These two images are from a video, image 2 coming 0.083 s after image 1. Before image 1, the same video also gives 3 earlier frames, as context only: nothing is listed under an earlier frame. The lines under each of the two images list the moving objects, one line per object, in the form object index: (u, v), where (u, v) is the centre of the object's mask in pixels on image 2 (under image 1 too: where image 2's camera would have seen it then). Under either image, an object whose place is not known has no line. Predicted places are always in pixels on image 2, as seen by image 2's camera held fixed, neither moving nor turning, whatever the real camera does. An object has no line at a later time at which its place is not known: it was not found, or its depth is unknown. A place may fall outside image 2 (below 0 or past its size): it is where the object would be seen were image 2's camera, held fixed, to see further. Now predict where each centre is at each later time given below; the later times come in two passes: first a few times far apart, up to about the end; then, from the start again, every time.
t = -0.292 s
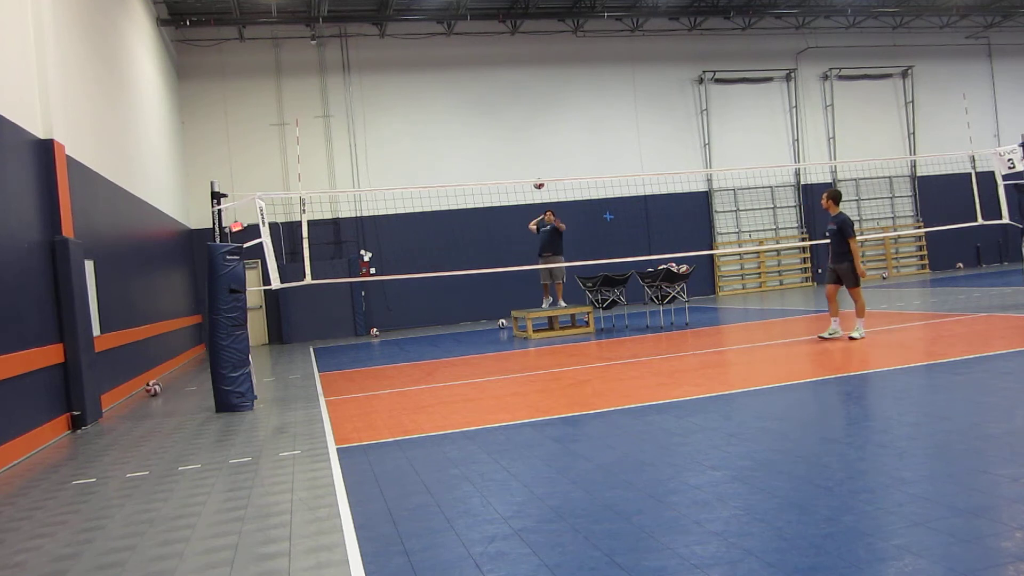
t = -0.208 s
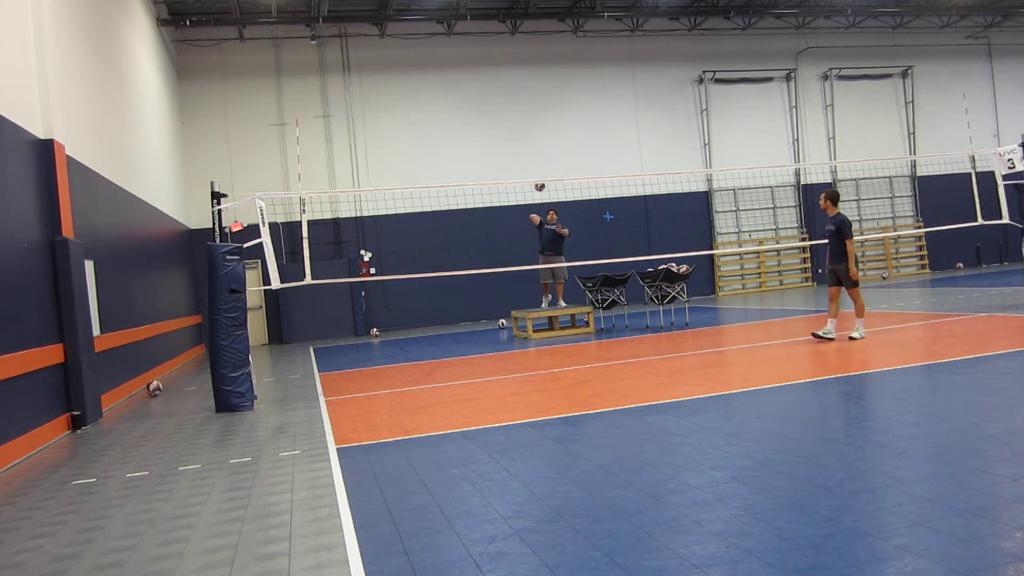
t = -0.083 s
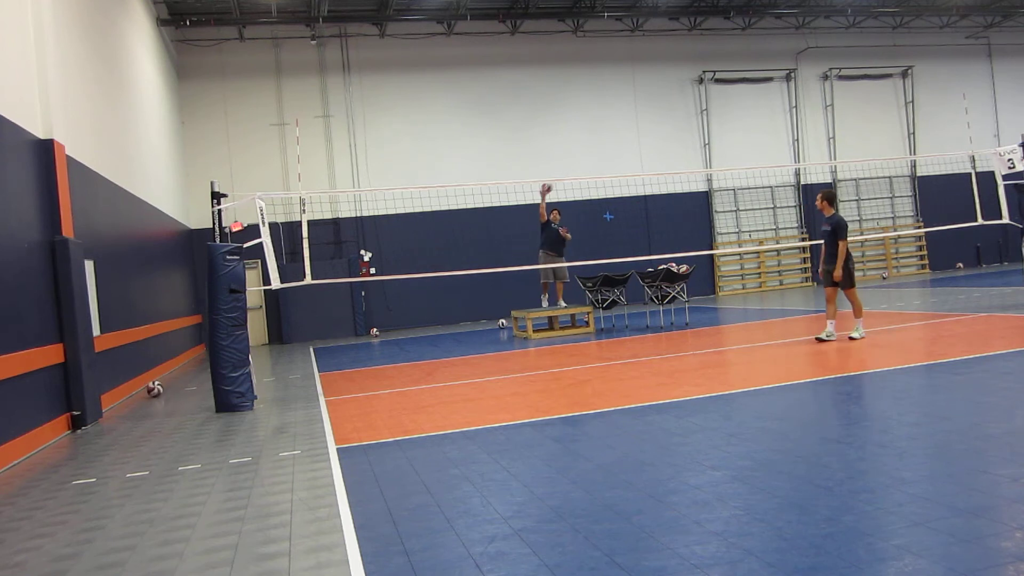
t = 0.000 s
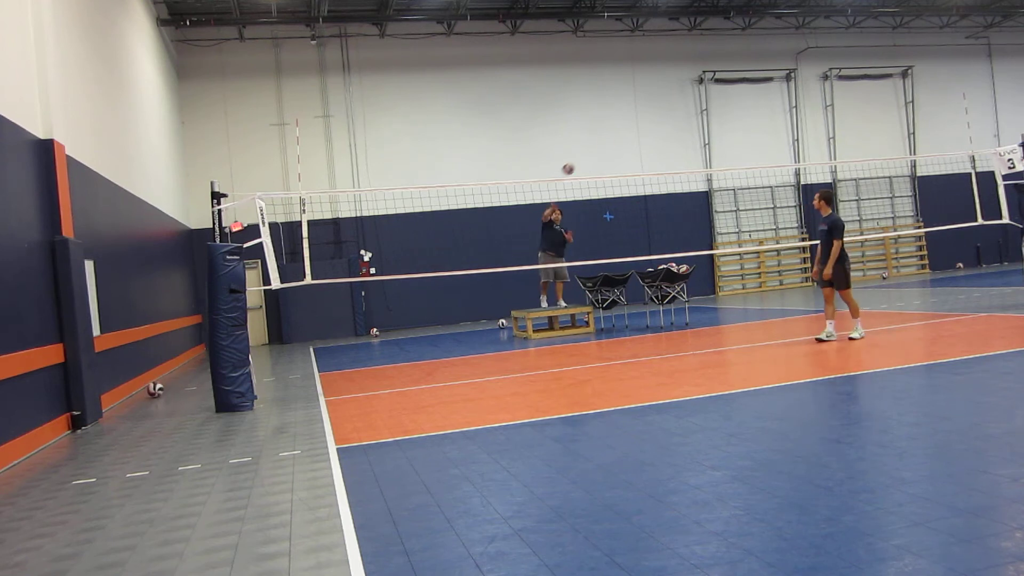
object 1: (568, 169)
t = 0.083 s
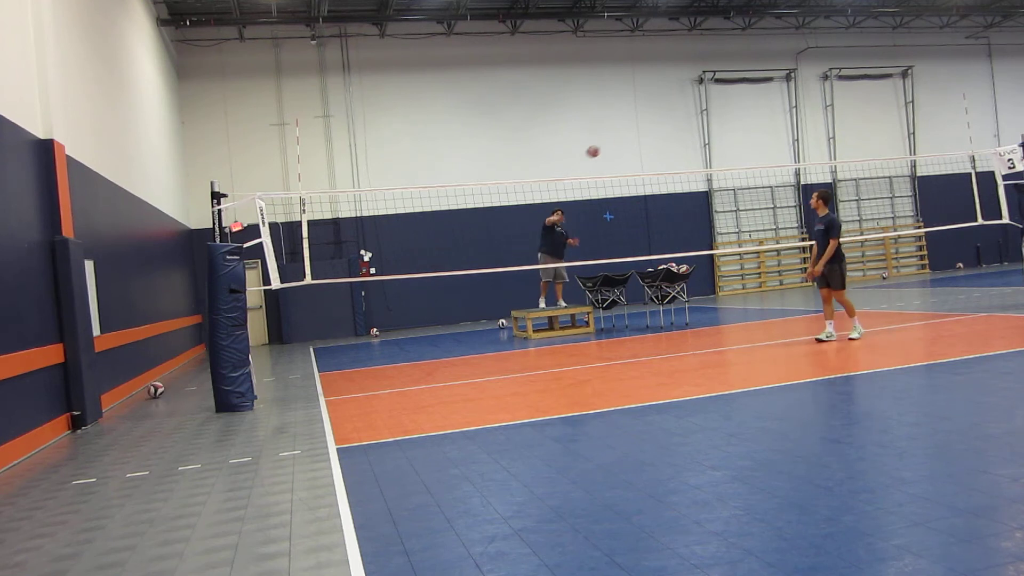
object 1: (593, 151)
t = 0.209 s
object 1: (636, 128)
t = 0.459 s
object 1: (750, 97)
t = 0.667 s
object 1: (889, 108)
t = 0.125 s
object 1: (606, 143)
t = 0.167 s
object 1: (621, 135)
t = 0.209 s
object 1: (636, 128)
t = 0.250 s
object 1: (653, 121)
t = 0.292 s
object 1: (669, 115)
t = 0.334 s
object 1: (688, 109)
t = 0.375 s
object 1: (708, 104)
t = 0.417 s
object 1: (728, 100)
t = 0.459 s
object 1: (750, 97)
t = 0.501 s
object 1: (773, 96)
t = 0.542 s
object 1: (797, 96)
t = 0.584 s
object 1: (825, 98)
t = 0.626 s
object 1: (856, 102)
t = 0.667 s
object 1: (889, 108)
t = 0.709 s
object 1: (925, 117)
